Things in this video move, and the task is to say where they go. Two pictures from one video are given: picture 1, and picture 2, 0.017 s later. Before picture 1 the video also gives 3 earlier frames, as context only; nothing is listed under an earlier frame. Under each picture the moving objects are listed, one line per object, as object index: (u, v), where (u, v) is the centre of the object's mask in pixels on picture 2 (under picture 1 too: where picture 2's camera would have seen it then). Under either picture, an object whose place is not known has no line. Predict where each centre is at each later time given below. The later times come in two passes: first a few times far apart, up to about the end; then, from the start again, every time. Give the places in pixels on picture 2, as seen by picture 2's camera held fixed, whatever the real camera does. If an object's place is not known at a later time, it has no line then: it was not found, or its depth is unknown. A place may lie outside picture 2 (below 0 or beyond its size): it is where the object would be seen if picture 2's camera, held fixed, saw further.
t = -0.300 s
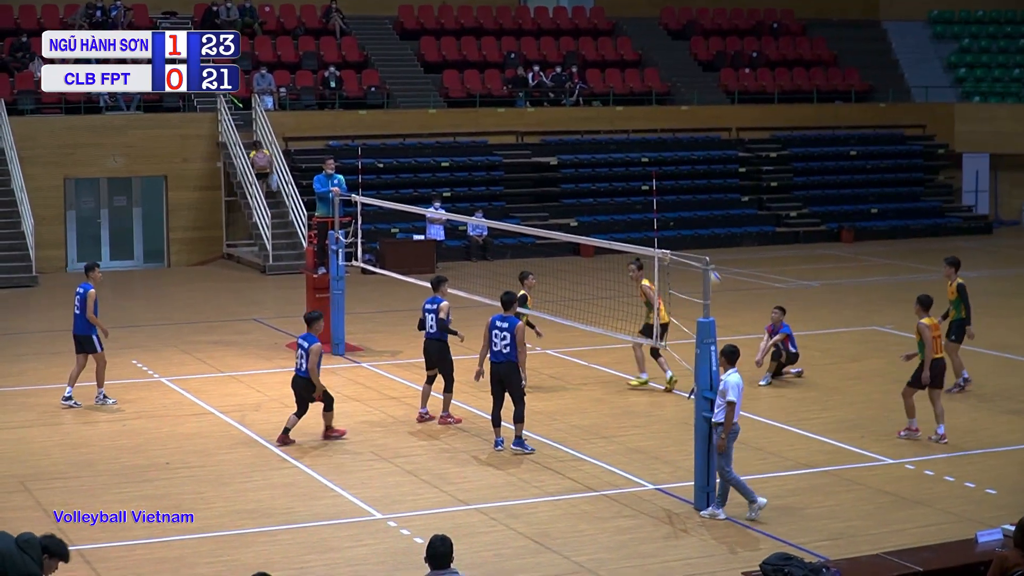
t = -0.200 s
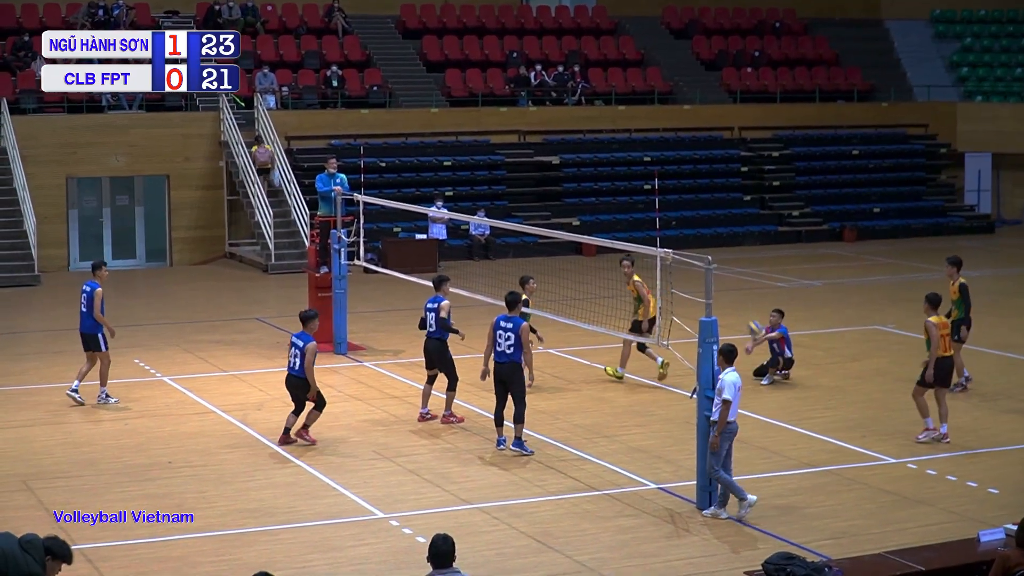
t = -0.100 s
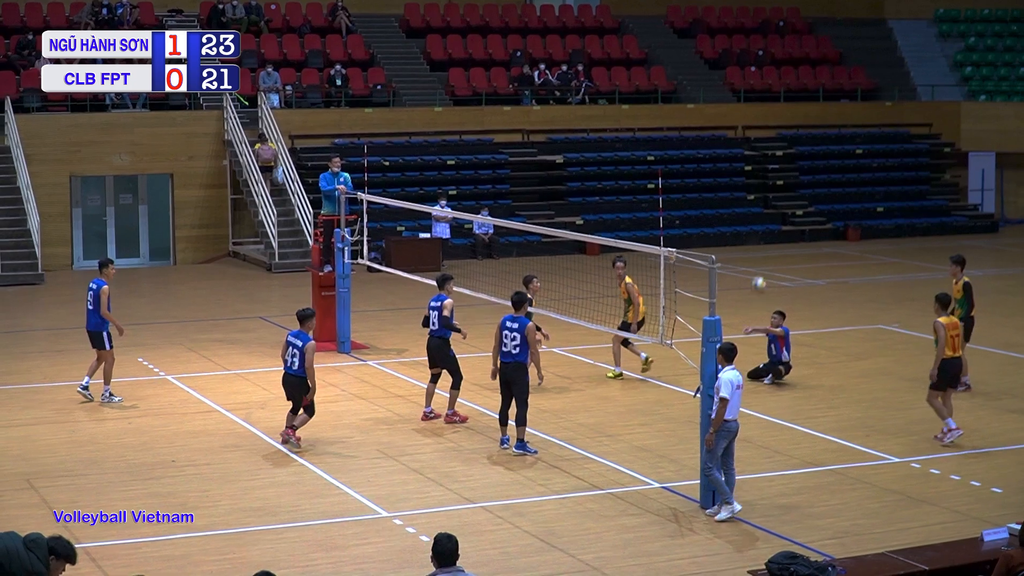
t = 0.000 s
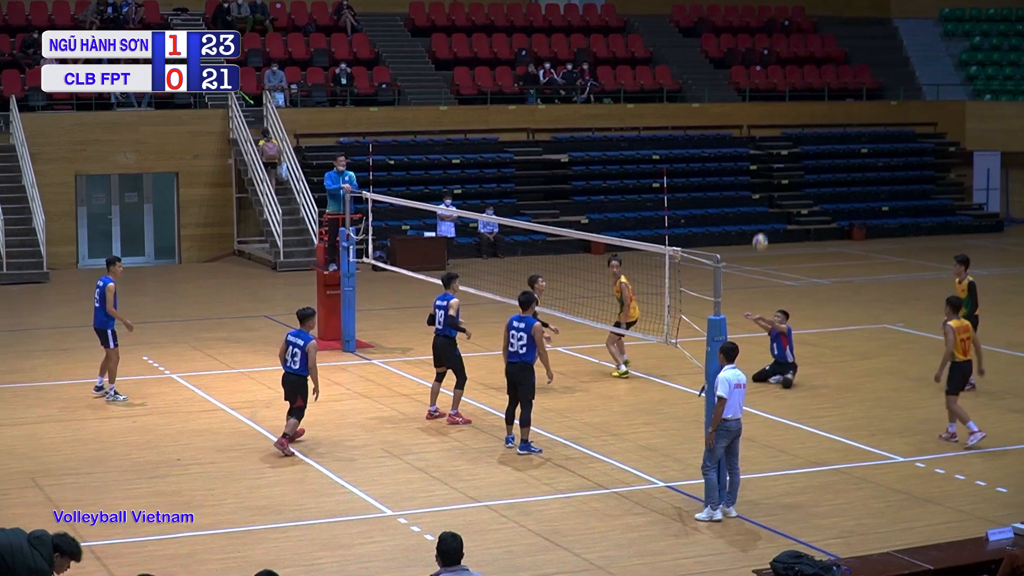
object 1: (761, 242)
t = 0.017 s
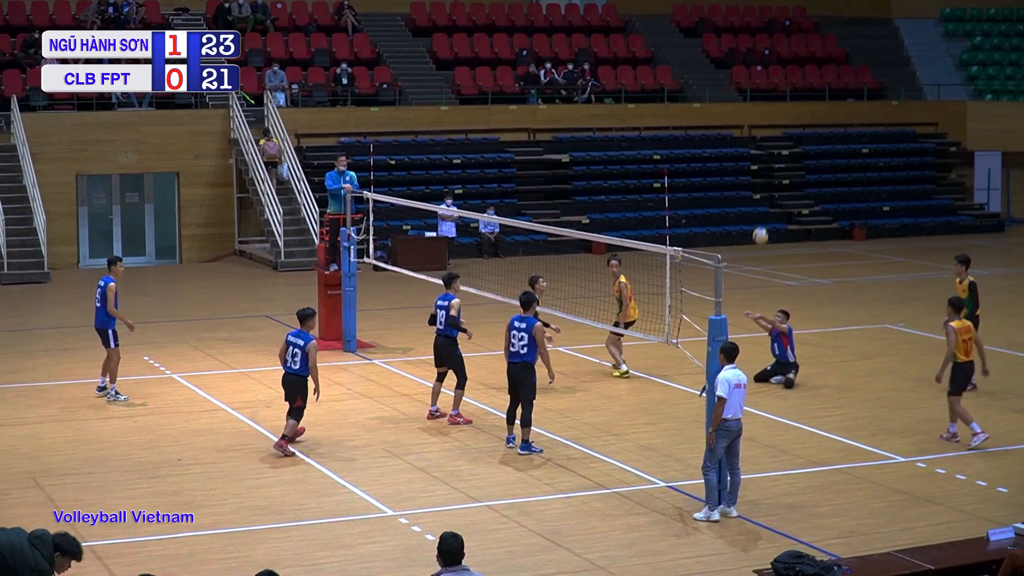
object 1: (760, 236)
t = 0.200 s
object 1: (759, 178)
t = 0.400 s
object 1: (757, 143)
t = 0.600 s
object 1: (753, 137)
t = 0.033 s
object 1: (760, 229)
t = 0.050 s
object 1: (760, 223)
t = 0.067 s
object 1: (760, 217)
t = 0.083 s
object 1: (760, 212)
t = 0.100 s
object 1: (760, 206)
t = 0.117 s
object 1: (759, 202)
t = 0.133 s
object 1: (759, 197)
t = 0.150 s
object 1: (759, 192)
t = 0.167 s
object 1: (759, 188)
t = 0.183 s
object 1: (759, 183)
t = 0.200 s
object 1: (759, 178)
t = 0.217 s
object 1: (758, 175)
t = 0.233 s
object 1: (759, 171)
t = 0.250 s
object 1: (759, 167)
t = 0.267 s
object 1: (759, 163)
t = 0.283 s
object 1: (758, 160)
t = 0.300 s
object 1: (758, 157)
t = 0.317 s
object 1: (758, 154)
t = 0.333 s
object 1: (758, 152)
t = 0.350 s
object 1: (758, 149)
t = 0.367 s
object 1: (757, 147)
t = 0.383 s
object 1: (757, 145)
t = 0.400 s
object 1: (757, 143)
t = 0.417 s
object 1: (757, 141)
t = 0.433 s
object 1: (756, 140)
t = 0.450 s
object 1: (756, 139)
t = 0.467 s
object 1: (755, 138)
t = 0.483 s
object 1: (755, 137)
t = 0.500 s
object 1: (755, 137)
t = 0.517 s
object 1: (755, 136)
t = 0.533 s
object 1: (754, 136)
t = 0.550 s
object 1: (754, 136)
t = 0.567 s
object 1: (753, 136)
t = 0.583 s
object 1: (753, 137)
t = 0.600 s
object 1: (753, 137)
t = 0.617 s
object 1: (752, 138)
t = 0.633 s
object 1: (752, 139)
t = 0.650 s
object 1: (752, 140)
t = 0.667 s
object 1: (751, 141)
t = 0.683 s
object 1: (751, 143)
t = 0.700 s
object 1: (750, 145)
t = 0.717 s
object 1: (750, 147)
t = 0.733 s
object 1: (750, 149)
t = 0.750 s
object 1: (749, 152)
